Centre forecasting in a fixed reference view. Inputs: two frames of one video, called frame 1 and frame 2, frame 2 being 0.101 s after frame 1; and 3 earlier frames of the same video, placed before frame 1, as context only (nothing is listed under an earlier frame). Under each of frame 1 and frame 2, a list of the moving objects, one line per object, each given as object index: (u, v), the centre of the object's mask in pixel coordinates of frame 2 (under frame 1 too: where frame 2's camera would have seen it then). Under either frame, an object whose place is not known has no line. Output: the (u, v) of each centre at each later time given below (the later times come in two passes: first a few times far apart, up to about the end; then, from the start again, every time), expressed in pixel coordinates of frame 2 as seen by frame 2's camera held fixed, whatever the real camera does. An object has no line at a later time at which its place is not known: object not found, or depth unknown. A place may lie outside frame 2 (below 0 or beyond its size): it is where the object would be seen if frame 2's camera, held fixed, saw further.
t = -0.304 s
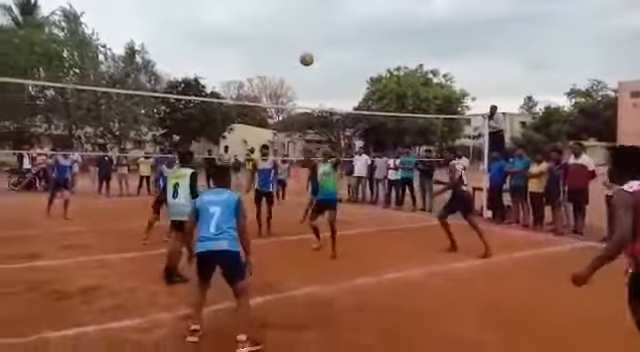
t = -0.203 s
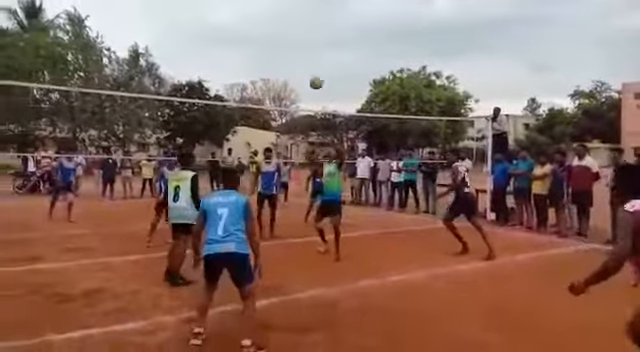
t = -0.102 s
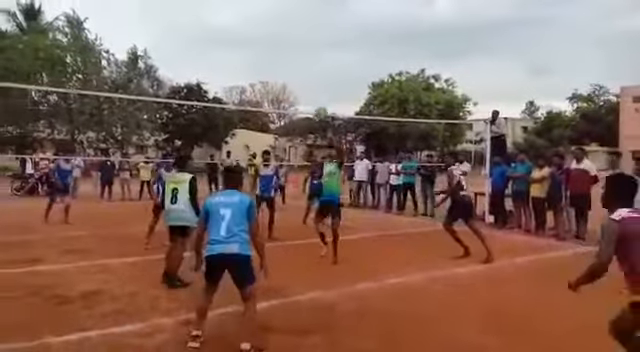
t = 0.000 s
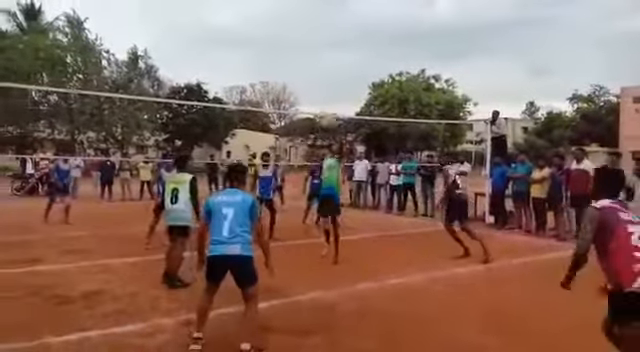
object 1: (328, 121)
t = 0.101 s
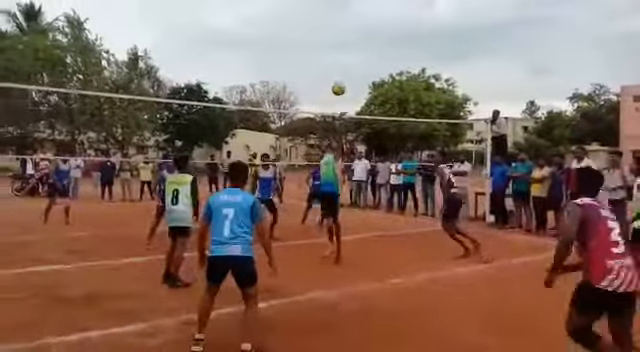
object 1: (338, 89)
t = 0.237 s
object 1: (350, 55)
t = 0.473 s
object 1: (370, 27)
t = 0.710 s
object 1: (387, 34)
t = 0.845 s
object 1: (396, 52)
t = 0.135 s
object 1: (341, 79)
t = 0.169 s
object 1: (344, 70)
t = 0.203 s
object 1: (347, 62)
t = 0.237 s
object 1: (350, 55)
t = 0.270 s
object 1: (353, 49)
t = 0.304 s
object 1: (356, 43)
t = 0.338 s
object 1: (359, 39)
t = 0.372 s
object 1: (362, 34)
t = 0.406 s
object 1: (364, 31)
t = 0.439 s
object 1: (368, 29)
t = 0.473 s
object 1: (370, 27)
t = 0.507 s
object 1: (373, 26)
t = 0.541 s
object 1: (375, 26)
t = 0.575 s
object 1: (377, 26)
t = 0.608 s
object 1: (380, 27)
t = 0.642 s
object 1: (383, 28)
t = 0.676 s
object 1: (385, 31)
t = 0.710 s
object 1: (387, 34)
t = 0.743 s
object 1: (389, 38)
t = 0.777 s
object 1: (391, 42)
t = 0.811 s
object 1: (393, 47)
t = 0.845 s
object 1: (396, 52)
